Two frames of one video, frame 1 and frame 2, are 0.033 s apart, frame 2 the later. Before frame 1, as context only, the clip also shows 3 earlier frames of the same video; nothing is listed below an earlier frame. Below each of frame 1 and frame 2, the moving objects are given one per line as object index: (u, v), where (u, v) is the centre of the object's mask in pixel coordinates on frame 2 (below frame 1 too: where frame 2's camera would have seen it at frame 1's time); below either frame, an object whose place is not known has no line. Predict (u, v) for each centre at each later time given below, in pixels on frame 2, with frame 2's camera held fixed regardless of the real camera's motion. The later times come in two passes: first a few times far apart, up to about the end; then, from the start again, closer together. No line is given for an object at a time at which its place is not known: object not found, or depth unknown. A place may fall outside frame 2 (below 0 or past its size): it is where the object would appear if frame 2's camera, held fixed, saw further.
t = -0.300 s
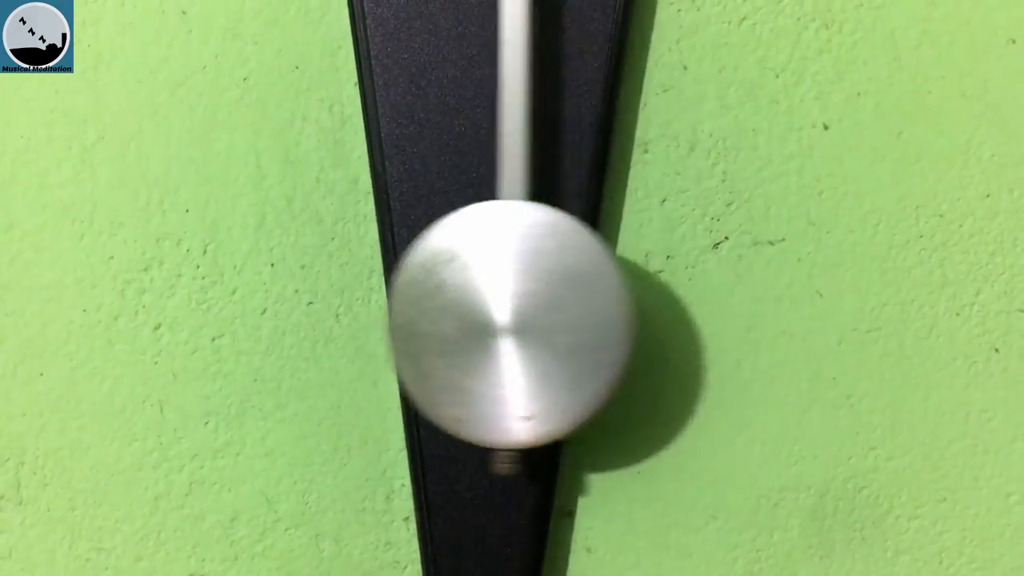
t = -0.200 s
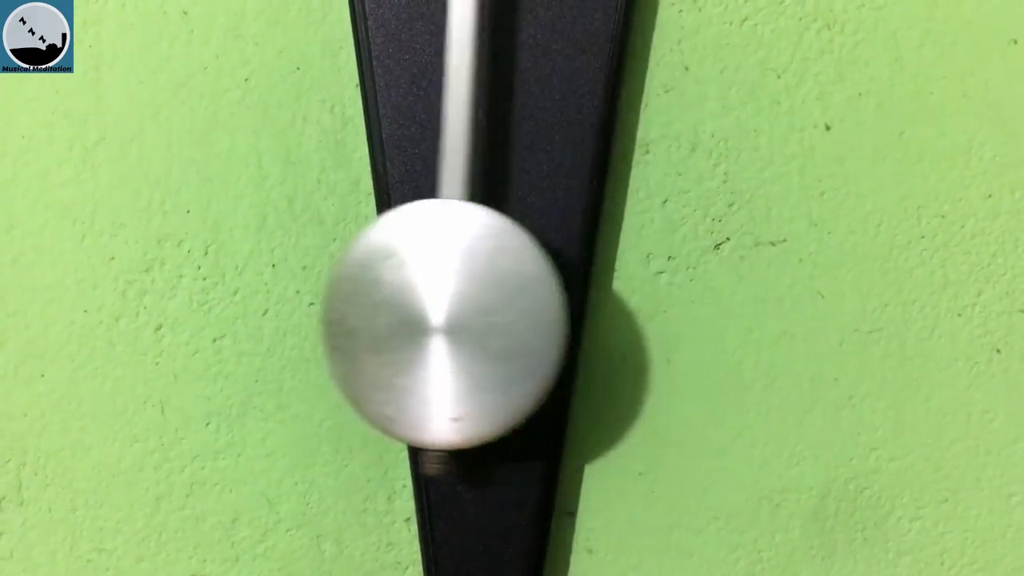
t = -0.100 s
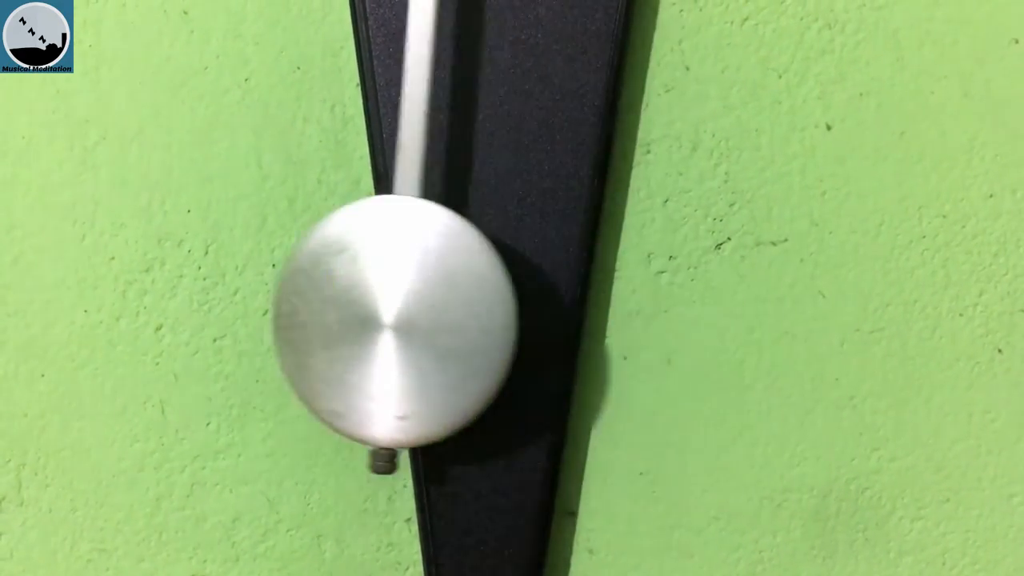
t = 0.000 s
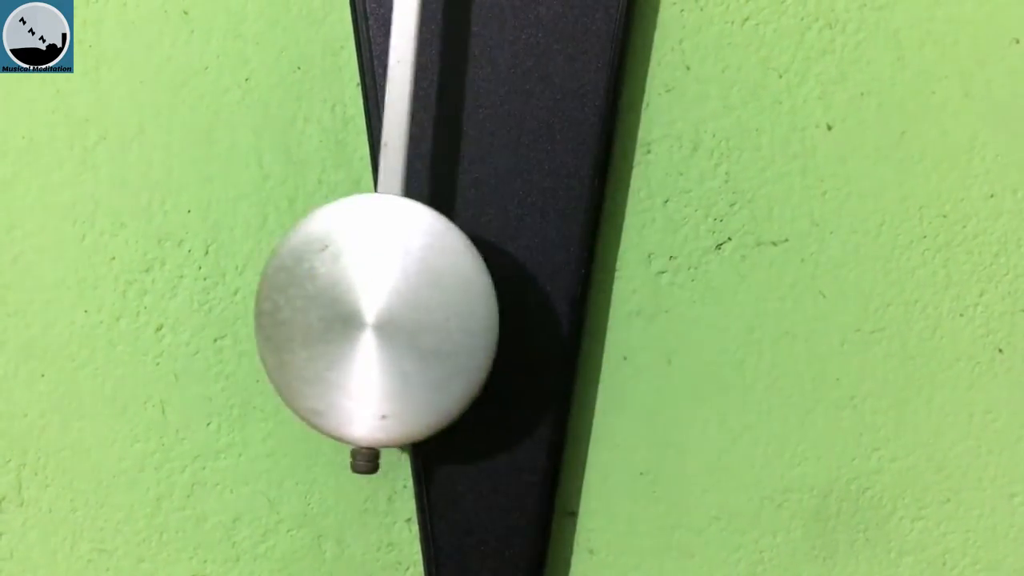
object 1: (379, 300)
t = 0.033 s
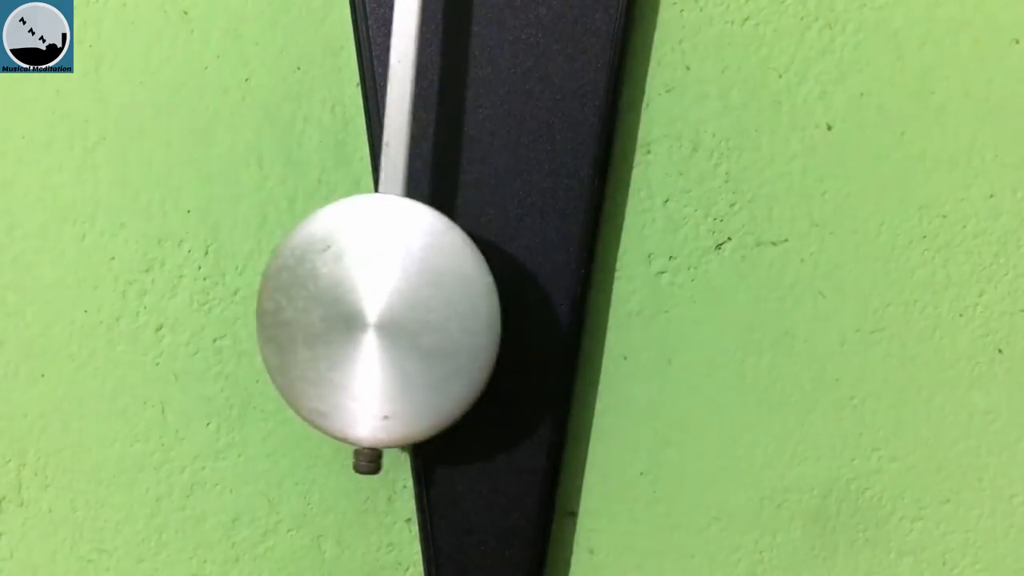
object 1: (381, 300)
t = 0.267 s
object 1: (491, 298)
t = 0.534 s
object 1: (632, 298)
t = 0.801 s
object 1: (561, 301)
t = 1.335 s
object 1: (424, 299)
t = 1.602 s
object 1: (591, 301)
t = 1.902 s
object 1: (603, 301)
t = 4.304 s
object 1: (575, 300)
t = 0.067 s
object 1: (387, 300)
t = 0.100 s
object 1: (397, 301)
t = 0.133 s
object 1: (411, 300)
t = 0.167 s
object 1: (428, 300)
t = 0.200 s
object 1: (447, 301)
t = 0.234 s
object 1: (469, 299)
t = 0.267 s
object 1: (491, 298)
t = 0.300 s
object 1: (513, 300)
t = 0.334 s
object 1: (536, 300)
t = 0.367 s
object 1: (557, 299)
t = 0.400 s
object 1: (578, 299)
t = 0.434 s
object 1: (596, 299)
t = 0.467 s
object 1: (611, 298)
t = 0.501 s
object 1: (624, 298)
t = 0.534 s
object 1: (632, 298)
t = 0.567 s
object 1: (637, 298)
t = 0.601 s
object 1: (637, 299)
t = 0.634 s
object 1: (634, 300)
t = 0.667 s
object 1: (626, 300)
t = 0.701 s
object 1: (615, 300)
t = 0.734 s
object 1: (599, 301)
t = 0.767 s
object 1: (581, 300)
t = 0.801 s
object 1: (561, 301)
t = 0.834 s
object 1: (539, 301)
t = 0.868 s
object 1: (516, 300)
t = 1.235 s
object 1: (384, 300)
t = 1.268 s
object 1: (394, 300)
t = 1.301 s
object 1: (408, 299)
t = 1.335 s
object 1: (424, 299)
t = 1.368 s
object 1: (443, 298)
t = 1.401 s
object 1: (464, 299)
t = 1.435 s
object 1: (486, 300)
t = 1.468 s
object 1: (508, 299)
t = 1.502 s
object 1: (529, 300)
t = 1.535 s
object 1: (552, 300)
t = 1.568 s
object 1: (572, 300)
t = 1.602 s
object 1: (591, 301)
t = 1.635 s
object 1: (608, 300)
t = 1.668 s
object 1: (621, 301)
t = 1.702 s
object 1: (631, 301)
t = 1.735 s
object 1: (637, 301)
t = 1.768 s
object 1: (638, 301)
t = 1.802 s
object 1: (635, 301)
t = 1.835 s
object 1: (629, 302)
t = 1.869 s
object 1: (618, 301)
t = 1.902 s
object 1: (603, 301)
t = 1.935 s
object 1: (587, 301)
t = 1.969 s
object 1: (568, 301)
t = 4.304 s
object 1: (575, 300)
